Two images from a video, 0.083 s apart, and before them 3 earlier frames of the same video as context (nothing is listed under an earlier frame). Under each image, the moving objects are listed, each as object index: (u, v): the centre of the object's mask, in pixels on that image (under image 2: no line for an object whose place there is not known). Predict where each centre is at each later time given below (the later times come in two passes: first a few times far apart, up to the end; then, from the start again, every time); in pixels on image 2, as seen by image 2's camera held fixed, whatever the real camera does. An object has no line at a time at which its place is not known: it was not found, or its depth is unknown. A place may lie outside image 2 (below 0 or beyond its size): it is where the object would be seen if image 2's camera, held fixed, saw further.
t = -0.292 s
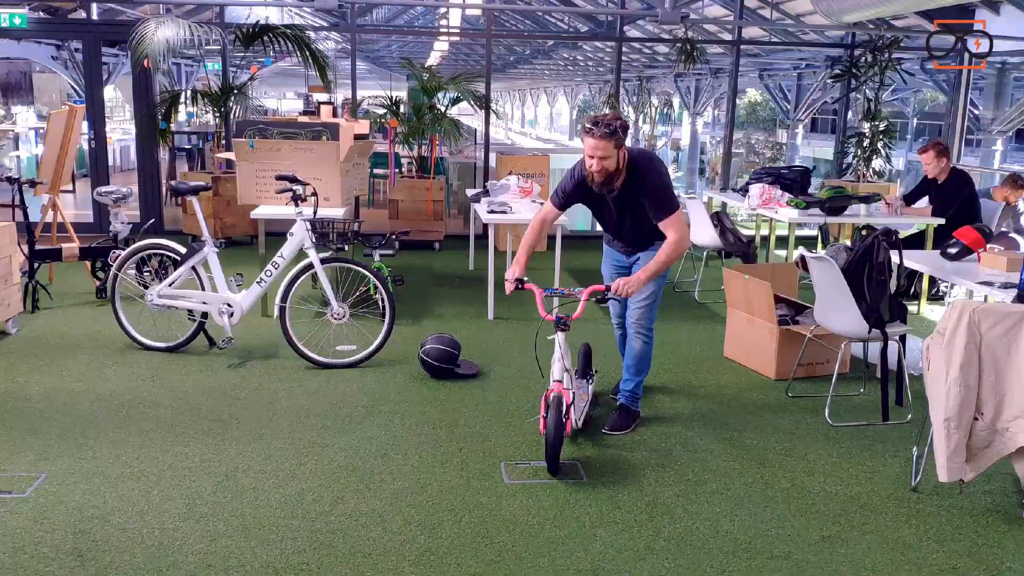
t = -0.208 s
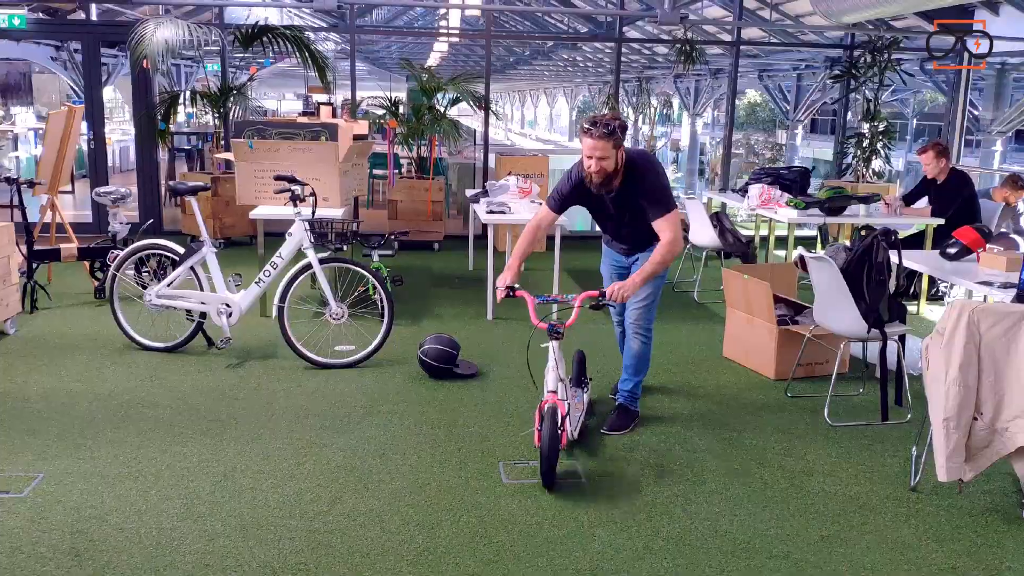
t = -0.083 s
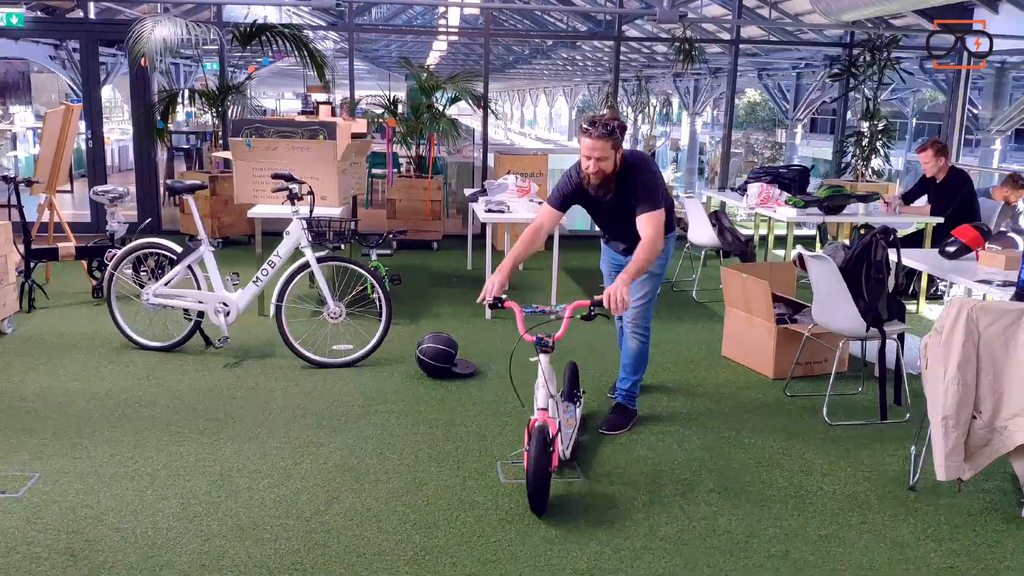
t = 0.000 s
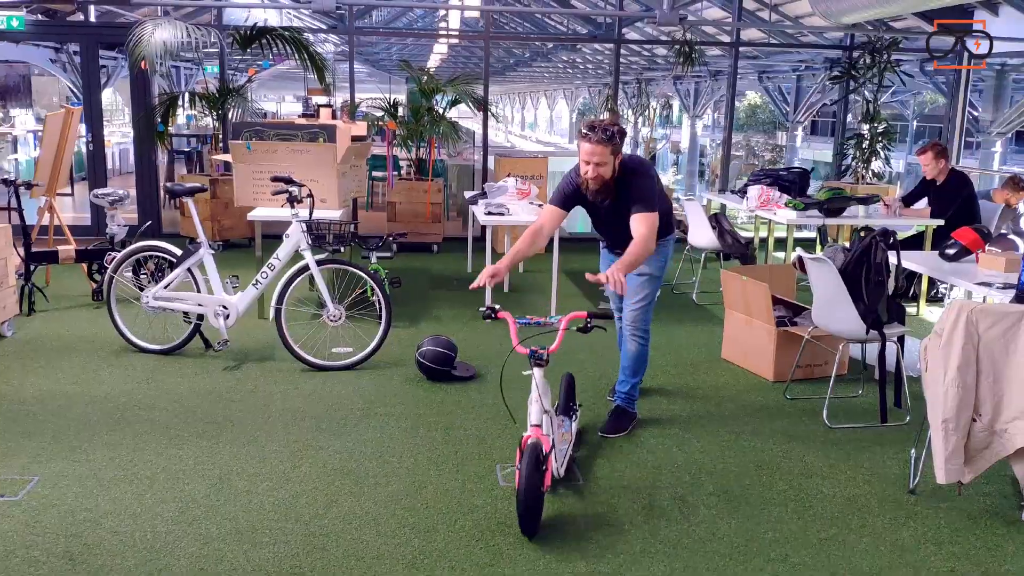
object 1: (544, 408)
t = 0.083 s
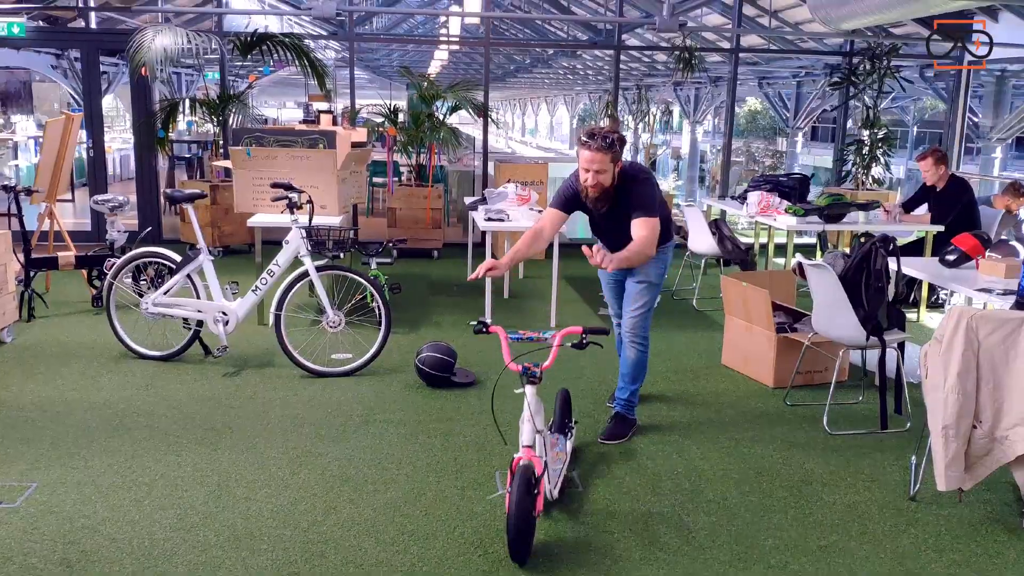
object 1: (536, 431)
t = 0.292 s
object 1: (518, 458)
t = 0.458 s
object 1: (497, 486)
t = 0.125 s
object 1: (533, 436)
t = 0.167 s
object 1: (529, 442)
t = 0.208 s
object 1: (525, 446)
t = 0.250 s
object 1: (522, 452)
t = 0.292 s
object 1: (518, 458)
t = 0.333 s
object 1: (514, 464)
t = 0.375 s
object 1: (509, 471)
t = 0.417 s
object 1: (504, 479)
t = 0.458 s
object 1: (497, 486)
